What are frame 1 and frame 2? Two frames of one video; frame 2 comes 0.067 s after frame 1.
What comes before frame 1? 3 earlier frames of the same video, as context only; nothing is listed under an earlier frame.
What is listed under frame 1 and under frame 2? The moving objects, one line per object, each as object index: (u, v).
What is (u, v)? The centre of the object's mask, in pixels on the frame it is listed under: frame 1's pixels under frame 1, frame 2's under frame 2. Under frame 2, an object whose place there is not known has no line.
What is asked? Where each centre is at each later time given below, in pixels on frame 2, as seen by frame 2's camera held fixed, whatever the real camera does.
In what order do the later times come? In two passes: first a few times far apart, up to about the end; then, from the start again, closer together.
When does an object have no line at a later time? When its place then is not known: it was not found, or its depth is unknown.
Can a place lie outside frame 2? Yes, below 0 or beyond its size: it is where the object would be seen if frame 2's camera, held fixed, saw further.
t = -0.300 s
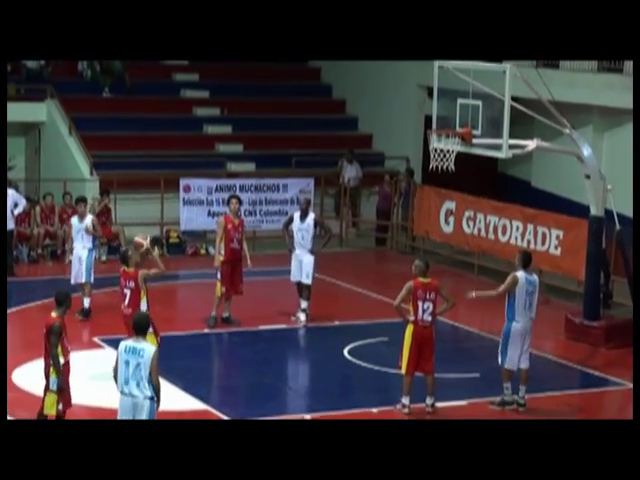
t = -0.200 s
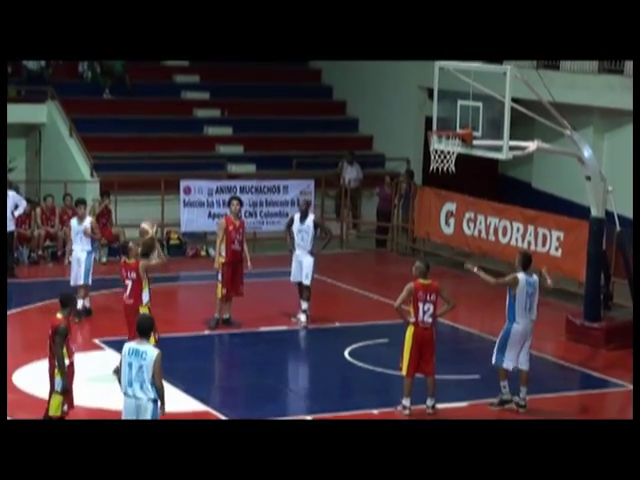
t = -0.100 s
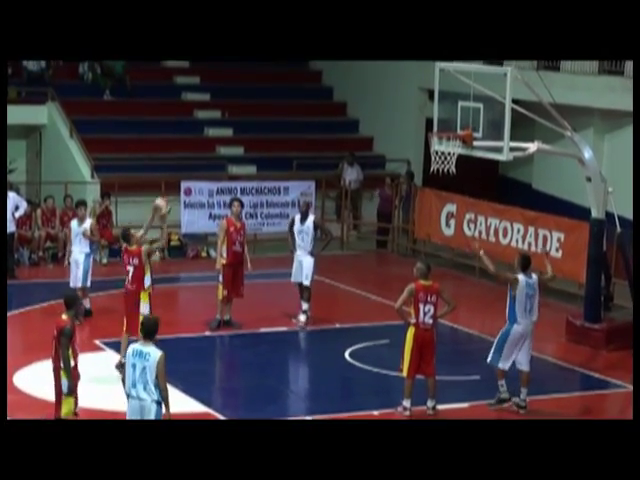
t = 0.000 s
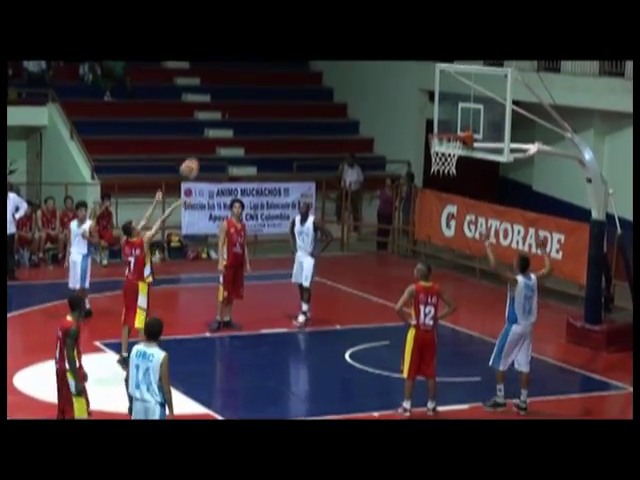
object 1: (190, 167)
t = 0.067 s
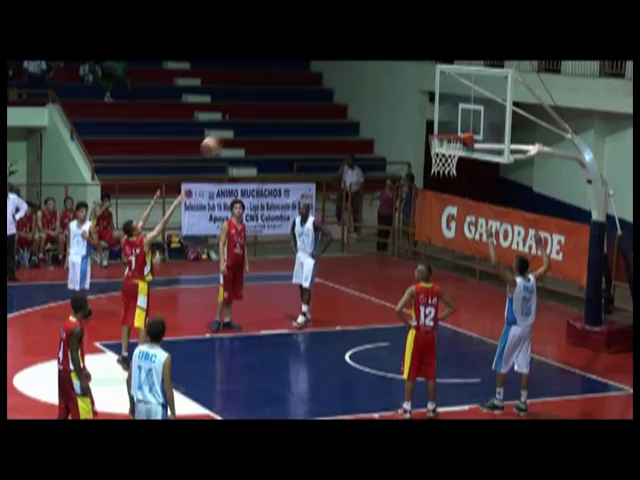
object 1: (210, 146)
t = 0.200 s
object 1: (251, 109)
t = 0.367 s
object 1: (300, 82)
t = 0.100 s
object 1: (221, 135)
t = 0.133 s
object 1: (231, 124)
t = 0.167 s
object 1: (241, 116)
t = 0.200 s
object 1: (251, 109)
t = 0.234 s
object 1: (261, 101)
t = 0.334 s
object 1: (290, 85)
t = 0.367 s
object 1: (300, 82)
